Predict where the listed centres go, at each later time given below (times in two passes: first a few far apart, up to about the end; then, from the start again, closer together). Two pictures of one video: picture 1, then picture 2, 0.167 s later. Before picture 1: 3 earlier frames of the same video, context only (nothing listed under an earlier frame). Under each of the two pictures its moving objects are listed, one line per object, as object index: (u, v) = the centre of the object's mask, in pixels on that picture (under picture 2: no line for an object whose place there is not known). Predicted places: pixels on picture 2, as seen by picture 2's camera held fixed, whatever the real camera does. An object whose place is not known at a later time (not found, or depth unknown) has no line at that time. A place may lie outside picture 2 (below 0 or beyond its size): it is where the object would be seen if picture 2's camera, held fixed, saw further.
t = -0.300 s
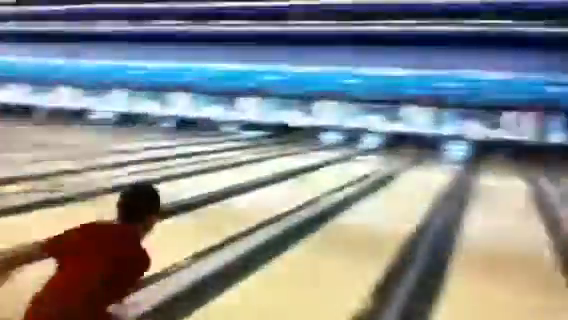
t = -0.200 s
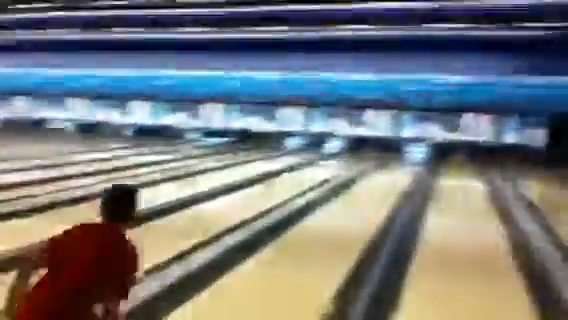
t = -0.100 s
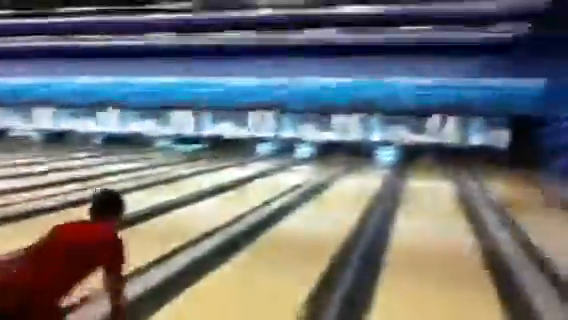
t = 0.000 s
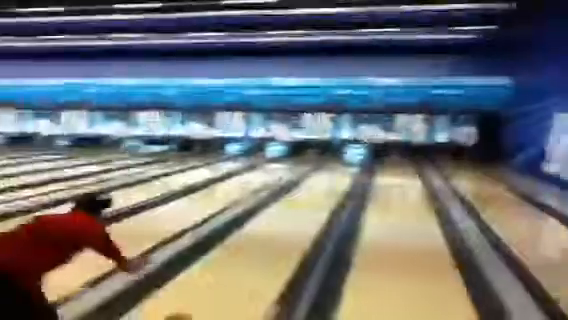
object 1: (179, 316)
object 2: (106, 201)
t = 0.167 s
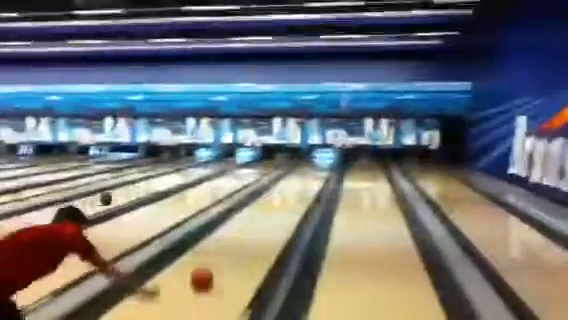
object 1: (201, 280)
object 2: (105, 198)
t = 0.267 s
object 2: (121, 195)
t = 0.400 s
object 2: (140, 189)
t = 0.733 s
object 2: (177, 178)
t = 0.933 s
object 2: (194, 173)
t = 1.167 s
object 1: (292, 180)
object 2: (212, 167)
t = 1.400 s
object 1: (296, 175)
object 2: (220, 163)
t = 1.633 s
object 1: (305, 164)
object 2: (218, 164)
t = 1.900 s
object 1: (306, 164)
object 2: (240, 159)
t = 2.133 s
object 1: (307, 165)
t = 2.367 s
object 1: (310, 163)
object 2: (252, 156)
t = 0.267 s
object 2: (121, 195)
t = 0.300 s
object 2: (126, 193)
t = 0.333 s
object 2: (132, 192)
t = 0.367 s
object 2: (136, 190)
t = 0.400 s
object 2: (140, 189)
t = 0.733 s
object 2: (177, 178)
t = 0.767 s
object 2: (180, 177)
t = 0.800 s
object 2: (183, 176)
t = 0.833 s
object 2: (185, 175)
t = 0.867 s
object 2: (189, 175)
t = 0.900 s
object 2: (191, 174)
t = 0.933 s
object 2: (194, 173)
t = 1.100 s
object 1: (289, 181)
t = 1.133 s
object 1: (291, 181)
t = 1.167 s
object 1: (292, 180)
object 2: (212, 167)
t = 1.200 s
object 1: (292, 179)
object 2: (214, 168)
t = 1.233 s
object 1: (294, 178)
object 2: (215, 166)
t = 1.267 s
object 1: (295, 177)
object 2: (215, 166)
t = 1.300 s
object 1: (295, 176)
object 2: (217, 164)
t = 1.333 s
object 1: (296, 176)
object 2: (218, 165)
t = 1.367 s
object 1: (296, 175)
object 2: (219, 164)
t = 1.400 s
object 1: (296, 175)
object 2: (220, 163)
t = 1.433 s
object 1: (296, 175)
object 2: (219, 164)
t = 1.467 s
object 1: (297, 174)
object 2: (217, 165)
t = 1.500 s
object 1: (298, 173)
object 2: (218, 164)
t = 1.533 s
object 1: (303, 168)
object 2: (217, 165)
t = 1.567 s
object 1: (304, 167)
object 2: (221, 162)
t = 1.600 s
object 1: (304, 167)
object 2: (220, 163)
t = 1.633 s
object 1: (305, 164)
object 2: (218, 164)
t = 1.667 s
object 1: (305, 165)
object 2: (216, 165)
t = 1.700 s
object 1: (305, 165)
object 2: (219, 163)
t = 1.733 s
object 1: (305, 165)
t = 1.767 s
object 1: (305, 165)
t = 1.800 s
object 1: (306, 164)
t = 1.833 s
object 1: (306, 164)
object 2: (238, 160)
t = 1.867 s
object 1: (306, 164)
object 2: (239, 159)
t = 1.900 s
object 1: (306, 164)
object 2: (240, 159)
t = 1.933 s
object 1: (306, 164)
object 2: (241, 159)
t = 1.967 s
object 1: (307, 164)
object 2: (242, 159)
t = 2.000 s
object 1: (306, 165)
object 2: (241, 159)
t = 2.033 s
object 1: (307, 164)
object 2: (242, 159)
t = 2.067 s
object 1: (307, 164)
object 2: (242, 159)
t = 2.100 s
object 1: (308, 164)
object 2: (245, 160)
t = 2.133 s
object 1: (307, 165)
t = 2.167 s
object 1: (307, 164)
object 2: (245, 157)
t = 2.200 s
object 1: (307, 165)
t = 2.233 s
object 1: (307, 165)
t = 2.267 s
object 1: (307, 165)
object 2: (247, 156)
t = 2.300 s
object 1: (307, 165)
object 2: (251, 156)
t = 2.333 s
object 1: (308, 164)
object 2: (250, 156)
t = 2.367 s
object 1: (310, 163)
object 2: (252, 156)
